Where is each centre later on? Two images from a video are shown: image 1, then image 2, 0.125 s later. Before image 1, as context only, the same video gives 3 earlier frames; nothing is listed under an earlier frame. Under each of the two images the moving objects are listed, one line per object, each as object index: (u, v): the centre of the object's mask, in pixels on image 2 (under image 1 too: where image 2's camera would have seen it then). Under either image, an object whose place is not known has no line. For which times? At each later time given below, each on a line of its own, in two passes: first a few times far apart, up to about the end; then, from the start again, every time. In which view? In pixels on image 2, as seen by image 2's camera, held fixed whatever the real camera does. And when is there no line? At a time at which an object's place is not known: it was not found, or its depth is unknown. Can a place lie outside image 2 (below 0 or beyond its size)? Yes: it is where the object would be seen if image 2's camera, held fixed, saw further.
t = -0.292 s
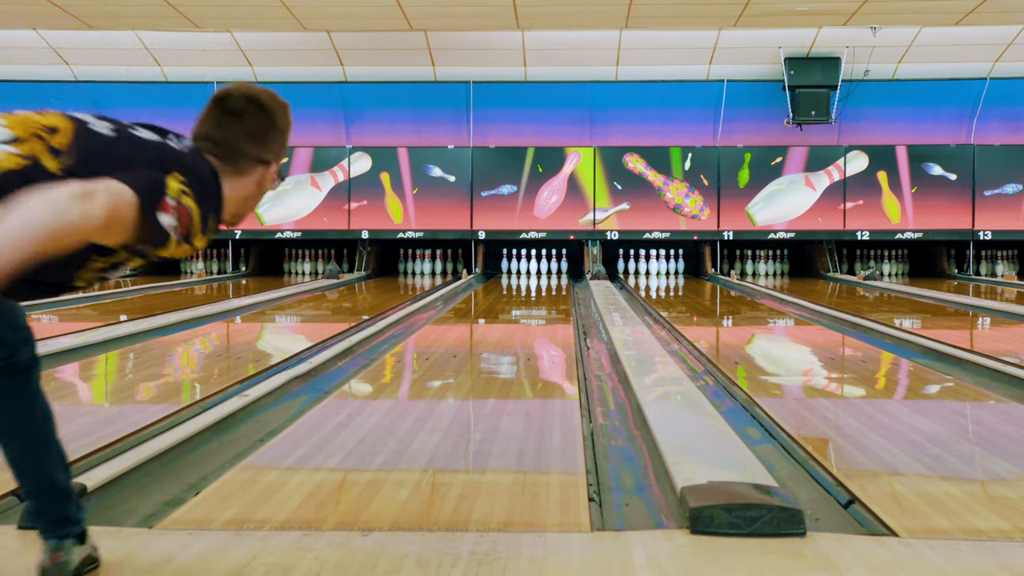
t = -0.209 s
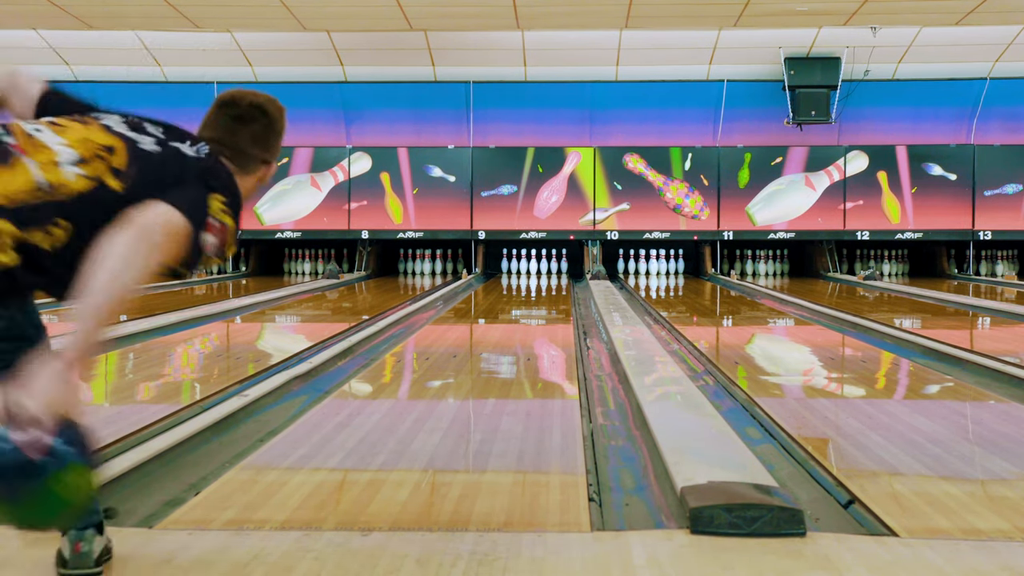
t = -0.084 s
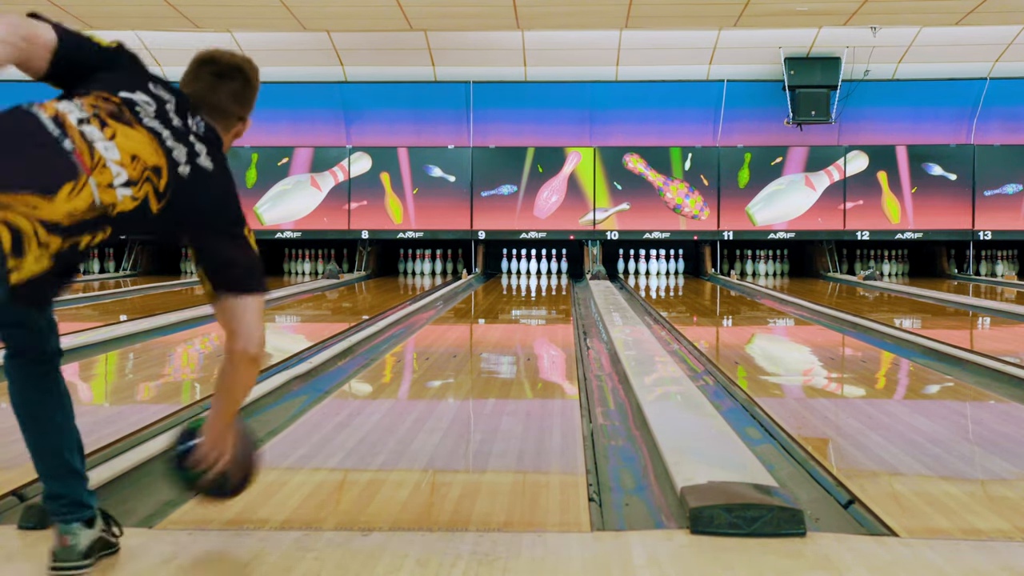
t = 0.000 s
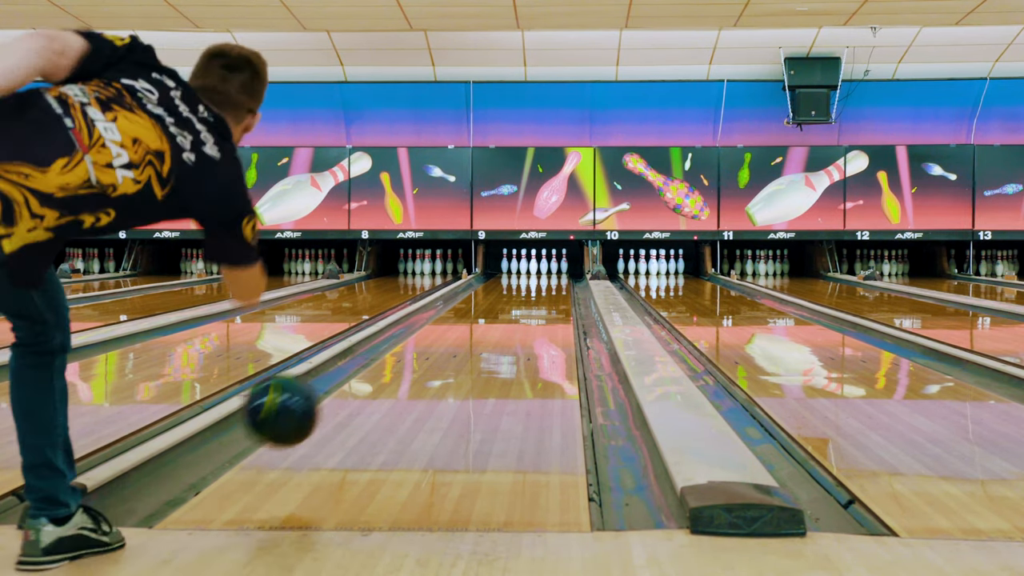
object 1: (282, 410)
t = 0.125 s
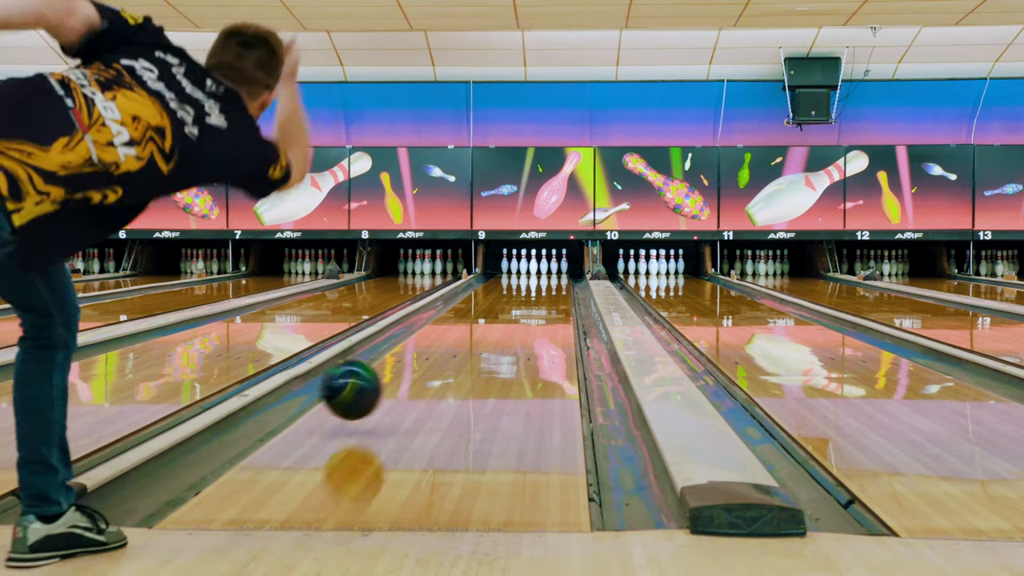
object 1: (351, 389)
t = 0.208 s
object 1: (385, 385)
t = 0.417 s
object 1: (443, 349)
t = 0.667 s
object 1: (485, 323)
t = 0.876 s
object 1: (509, 309)
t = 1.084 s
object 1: (525, 299)
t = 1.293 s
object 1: (537, 290)
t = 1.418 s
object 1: (542, 286)
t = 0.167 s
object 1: (370, 392)
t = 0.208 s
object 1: (385, 385)
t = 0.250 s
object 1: (399, 375)
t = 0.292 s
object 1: (412, 368)
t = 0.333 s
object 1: (423, 360)
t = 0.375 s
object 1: (433, 354)
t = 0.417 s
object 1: (443, 349)
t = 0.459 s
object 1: (451, 344)
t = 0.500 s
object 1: (459, 339)
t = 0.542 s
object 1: (467, 335)
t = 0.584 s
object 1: (473, 331)
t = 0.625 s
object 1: (479, 327)
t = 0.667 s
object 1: (485, 323)
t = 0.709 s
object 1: (490, 320)
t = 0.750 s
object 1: (495, 317)
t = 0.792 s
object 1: (500, 315)
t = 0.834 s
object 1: (505, 312)
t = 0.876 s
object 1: (509, 309)
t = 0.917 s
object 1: (512, 307)
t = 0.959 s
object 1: (516, 305)
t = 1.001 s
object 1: (519, 303)
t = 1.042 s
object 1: (522, 300)
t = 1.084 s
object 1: (525, 299)
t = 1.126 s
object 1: (528, 297)
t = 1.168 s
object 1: (530, 295)
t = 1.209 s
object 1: (533, 294)
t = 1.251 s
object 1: (535, 292)
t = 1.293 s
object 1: (537, 290)
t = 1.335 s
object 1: (538, 289)
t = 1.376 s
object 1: (540, 288)
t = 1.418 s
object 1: (542, 286)
